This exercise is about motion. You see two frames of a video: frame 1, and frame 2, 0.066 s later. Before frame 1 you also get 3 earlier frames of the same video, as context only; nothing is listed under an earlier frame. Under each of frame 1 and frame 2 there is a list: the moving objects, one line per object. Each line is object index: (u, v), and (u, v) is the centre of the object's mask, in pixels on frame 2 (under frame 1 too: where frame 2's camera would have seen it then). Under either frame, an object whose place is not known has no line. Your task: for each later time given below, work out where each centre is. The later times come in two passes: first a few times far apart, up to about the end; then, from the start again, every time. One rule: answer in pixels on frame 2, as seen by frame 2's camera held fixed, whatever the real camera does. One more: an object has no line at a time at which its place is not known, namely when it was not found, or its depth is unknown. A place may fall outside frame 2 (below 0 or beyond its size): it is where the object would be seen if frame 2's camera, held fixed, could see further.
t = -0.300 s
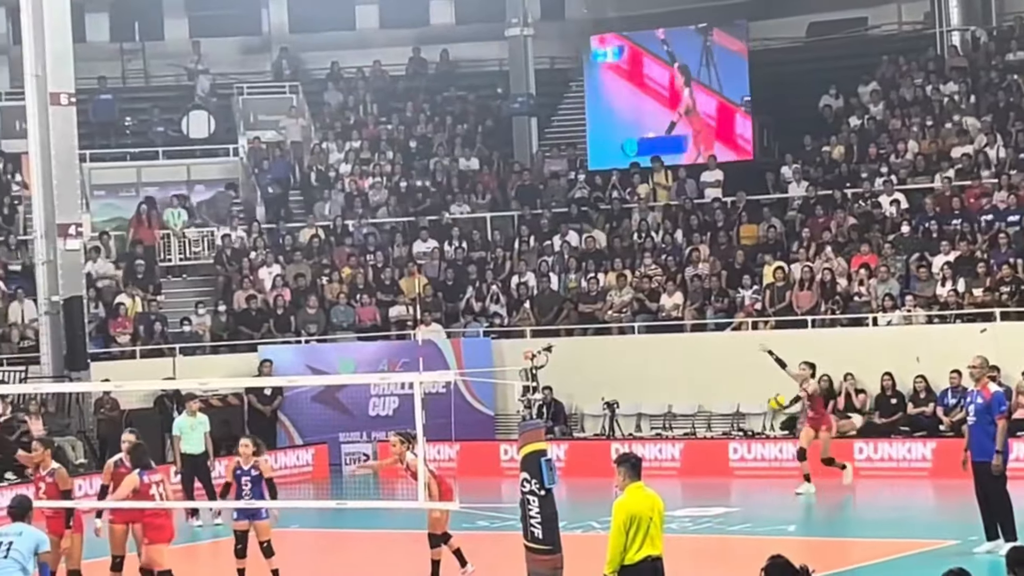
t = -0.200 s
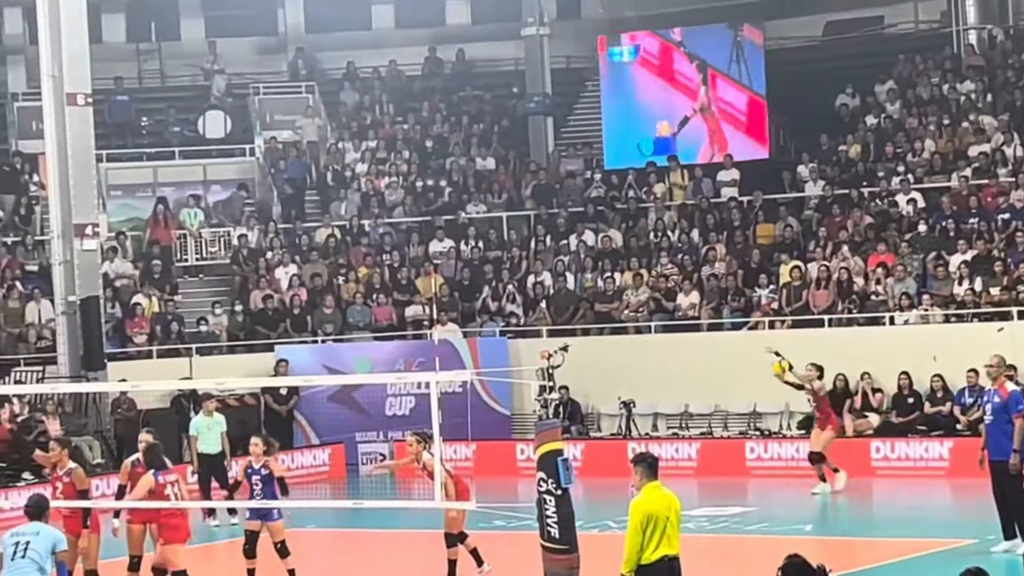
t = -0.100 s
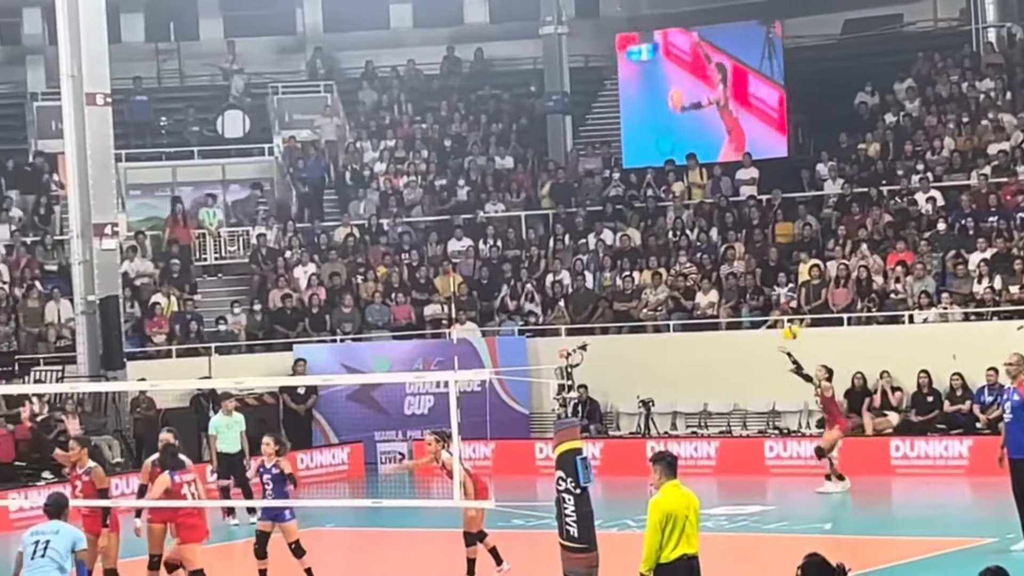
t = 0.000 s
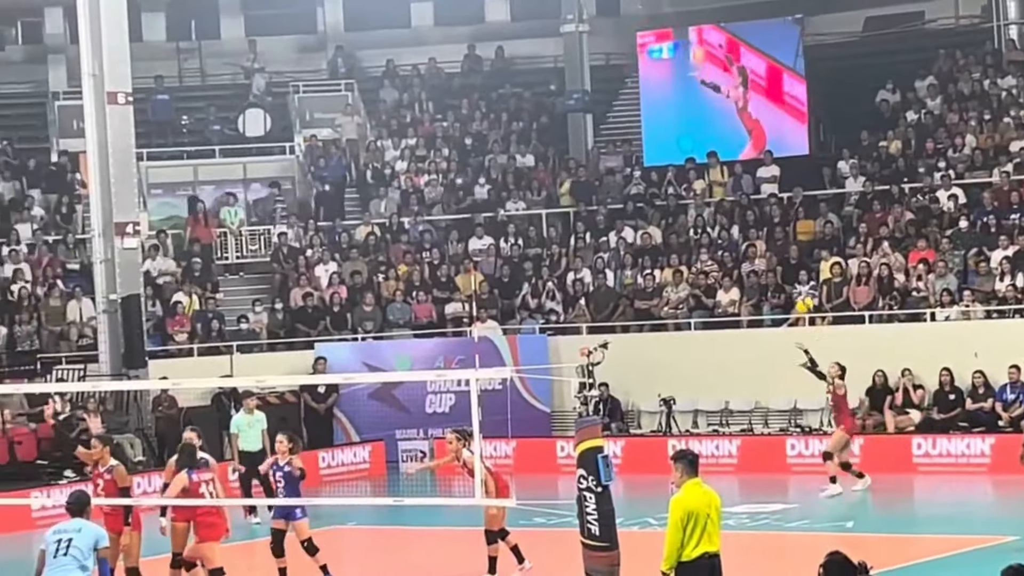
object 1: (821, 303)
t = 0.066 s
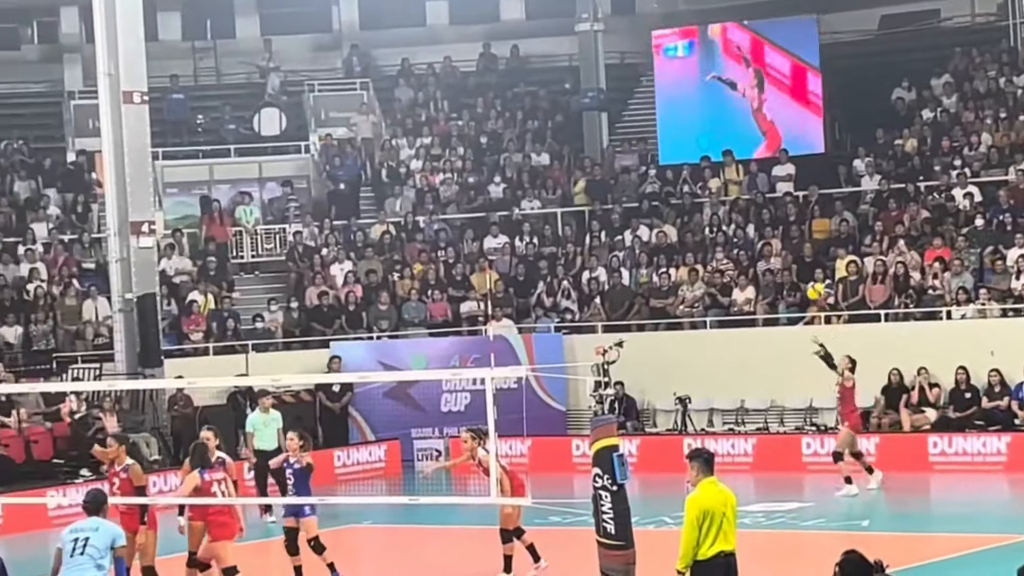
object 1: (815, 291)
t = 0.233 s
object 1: (800, 277)
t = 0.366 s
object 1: (790, 280)
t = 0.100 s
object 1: (812, 286)
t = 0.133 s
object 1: (809, 282)
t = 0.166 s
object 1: (806, 280)
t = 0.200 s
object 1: (803, 277)
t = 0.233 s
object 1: (800, 277)
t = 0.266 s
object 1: (798, 276)
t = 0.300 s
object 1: (795, 277)
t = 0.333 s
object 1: (792, 278)
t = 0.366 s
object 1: (790, 280)
